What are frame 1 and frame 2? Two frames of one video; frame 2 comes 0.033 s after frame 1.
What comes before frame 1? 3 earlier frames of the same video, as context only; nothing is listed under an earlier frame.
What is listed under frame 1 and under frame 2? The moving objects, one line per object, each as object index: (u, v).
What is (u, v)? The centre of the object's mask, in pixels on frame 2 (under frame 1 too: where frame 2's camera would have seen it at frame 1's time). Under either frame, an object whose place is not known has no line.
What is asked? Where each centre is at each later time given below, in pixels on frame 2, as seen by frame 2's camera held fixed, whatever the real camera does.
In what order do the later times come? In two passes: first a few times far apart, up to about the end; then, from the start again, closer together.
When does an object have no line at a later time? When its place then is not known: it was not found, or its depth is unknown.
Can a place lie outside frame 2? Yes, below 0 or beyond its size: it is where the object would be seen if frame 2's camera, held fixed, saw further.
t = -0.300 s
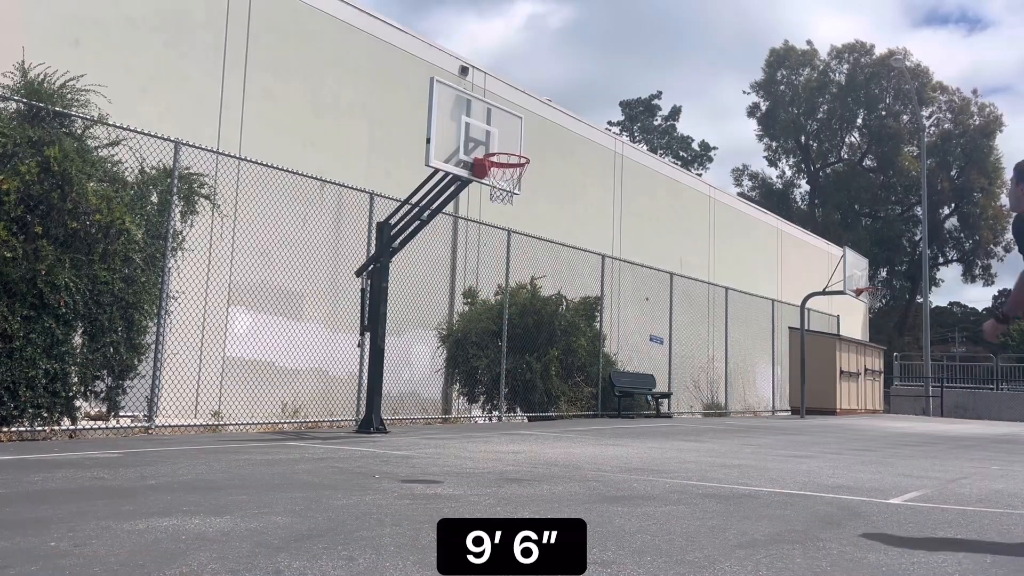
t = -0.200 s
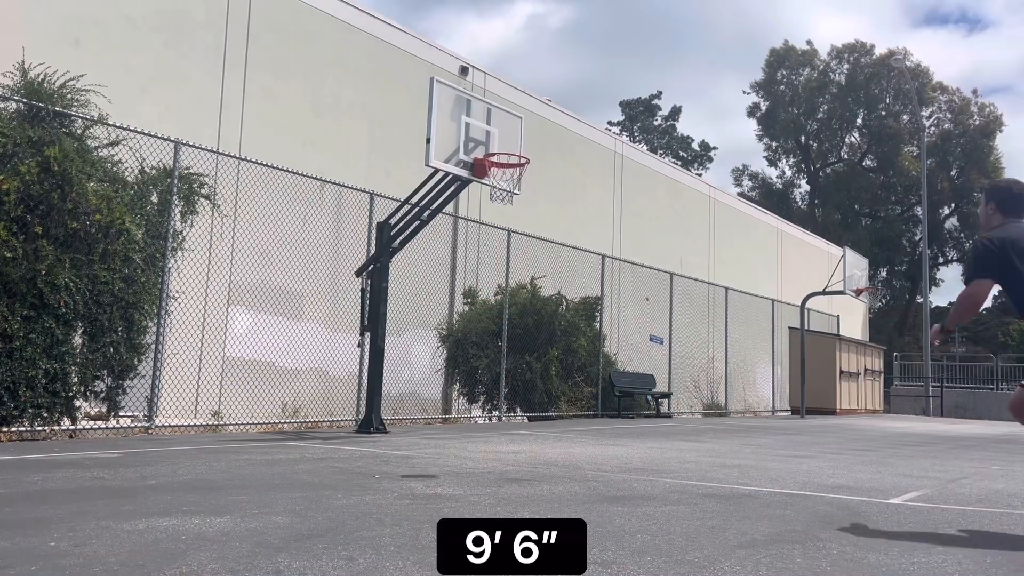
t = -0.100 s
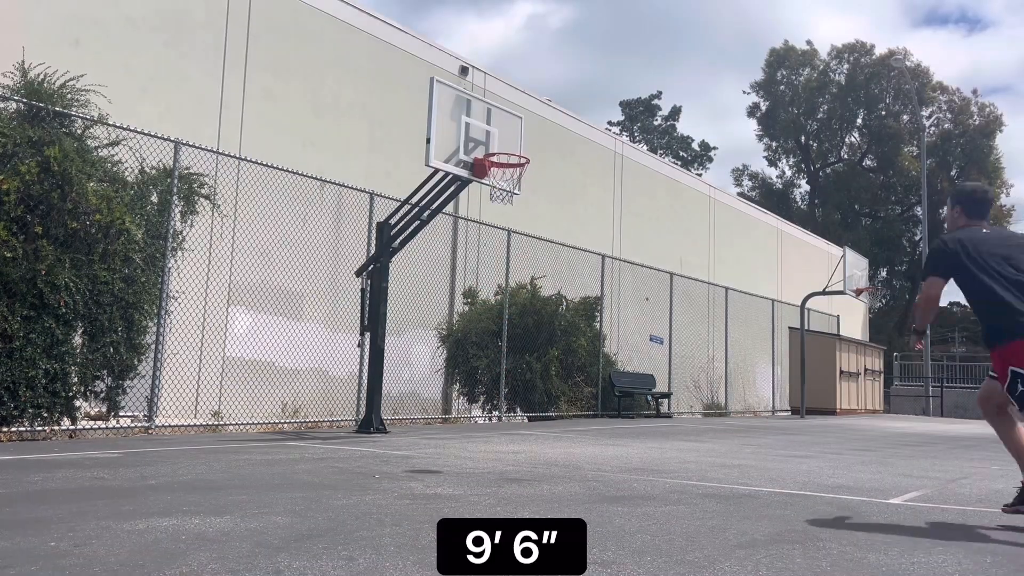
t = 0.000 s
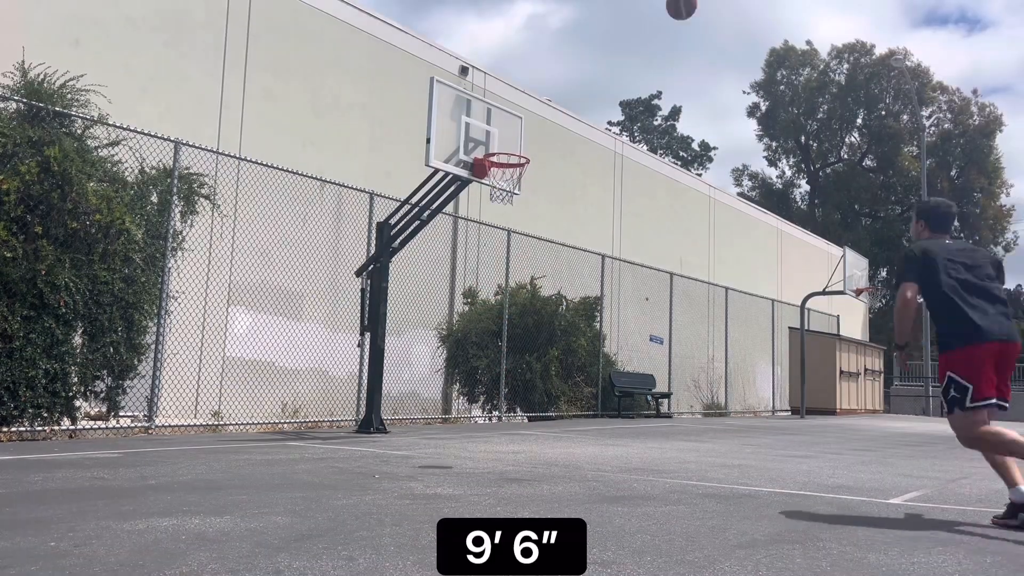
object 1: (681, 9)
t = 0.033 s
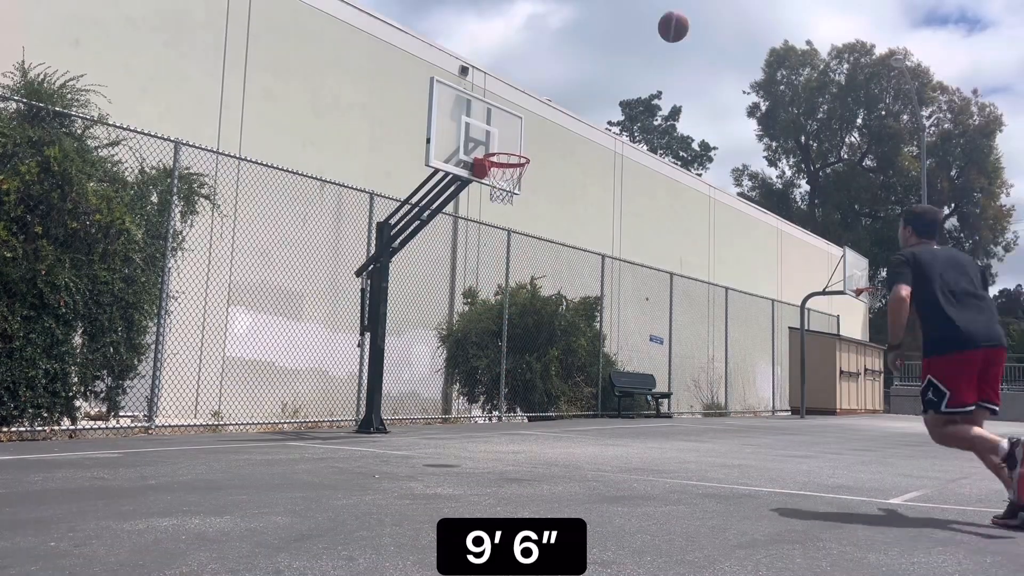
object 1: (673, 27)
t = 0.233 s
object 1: (626, 178)
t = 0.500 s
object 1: (571, 420)
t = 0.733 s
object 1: (560, 283)
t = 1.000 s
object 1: (550, 160)
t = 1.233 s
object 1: (539, 113)
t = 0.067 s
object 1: (665, 50)
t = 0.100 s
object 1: (657, 74)
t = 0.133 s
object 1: (649, 98)
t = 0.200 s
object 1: (634, 151)
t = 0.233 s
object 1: (626, 178)
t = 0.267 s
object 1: (618, 206)
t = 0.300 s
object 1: (611, 234)
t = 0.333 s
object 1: (604, 263)
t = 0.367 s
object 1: (597, 293)
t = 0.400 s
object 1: (591, 323)
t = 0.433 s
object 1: (584, 354)
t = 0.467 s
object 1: (577, 387)
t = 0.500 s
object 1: (571, 420)
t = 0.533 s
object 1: (566, 434)
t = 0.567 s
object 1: (565, 405)
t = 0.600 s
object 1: (565, 377)
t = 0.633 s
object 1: (563, 352)
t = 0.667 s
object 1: (563, 327)
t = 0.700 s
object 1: (561, 303)
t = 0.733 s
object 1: (560, 283)
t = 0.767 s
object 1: (559, 263)
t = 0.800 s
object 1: (558, 245)
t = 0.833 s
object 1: (556, 228)
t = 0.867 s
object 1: (555, 211)
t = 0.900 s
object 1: (554, 197)
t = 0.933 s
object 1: (552, 183)
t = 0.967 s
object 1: (551, 171)
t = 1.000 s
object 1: (550, 160)
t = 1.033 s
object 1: (549, 150)
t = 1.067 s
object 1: (547, 141)
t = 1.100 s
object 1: (545, 133)
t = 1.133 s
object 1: (544, 126)
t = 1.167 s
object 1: (542, 121)
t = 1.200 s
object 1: (541, 116)
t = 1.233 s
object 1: (539, 113)
